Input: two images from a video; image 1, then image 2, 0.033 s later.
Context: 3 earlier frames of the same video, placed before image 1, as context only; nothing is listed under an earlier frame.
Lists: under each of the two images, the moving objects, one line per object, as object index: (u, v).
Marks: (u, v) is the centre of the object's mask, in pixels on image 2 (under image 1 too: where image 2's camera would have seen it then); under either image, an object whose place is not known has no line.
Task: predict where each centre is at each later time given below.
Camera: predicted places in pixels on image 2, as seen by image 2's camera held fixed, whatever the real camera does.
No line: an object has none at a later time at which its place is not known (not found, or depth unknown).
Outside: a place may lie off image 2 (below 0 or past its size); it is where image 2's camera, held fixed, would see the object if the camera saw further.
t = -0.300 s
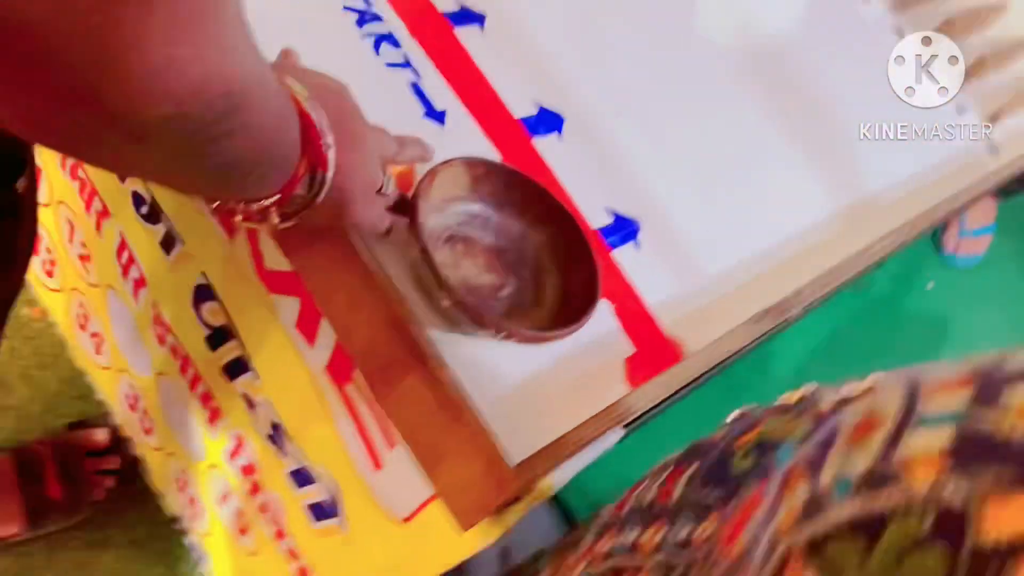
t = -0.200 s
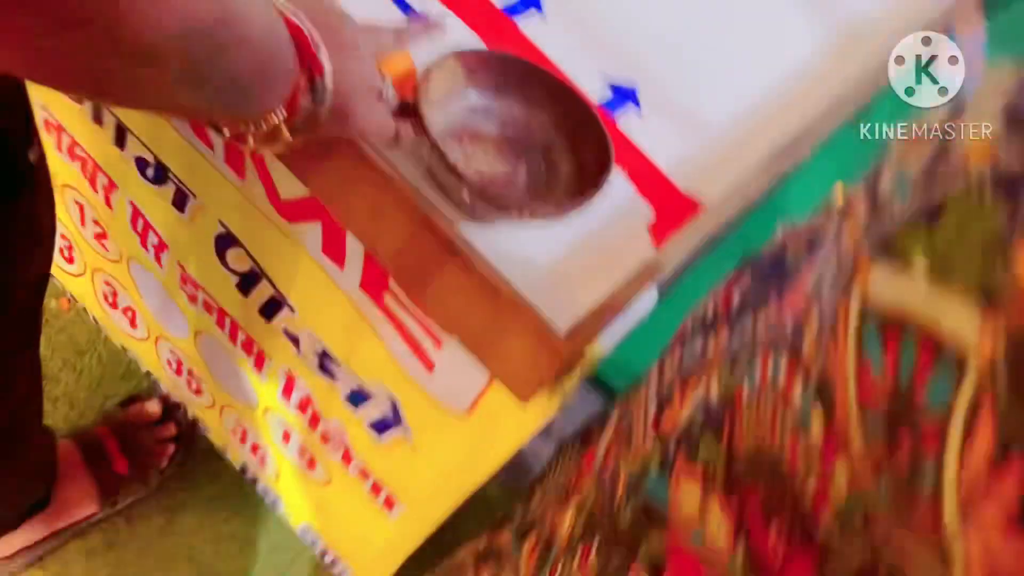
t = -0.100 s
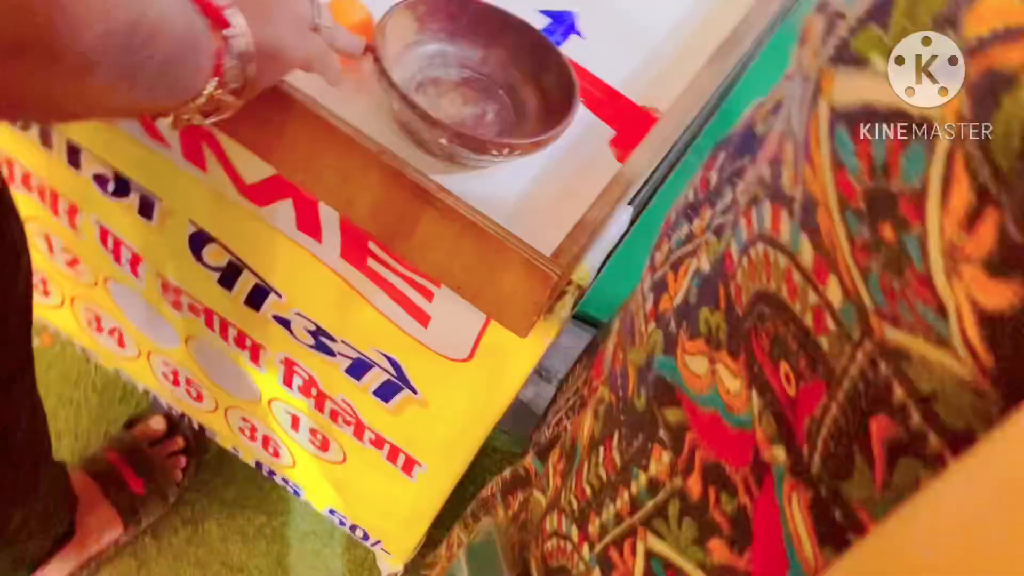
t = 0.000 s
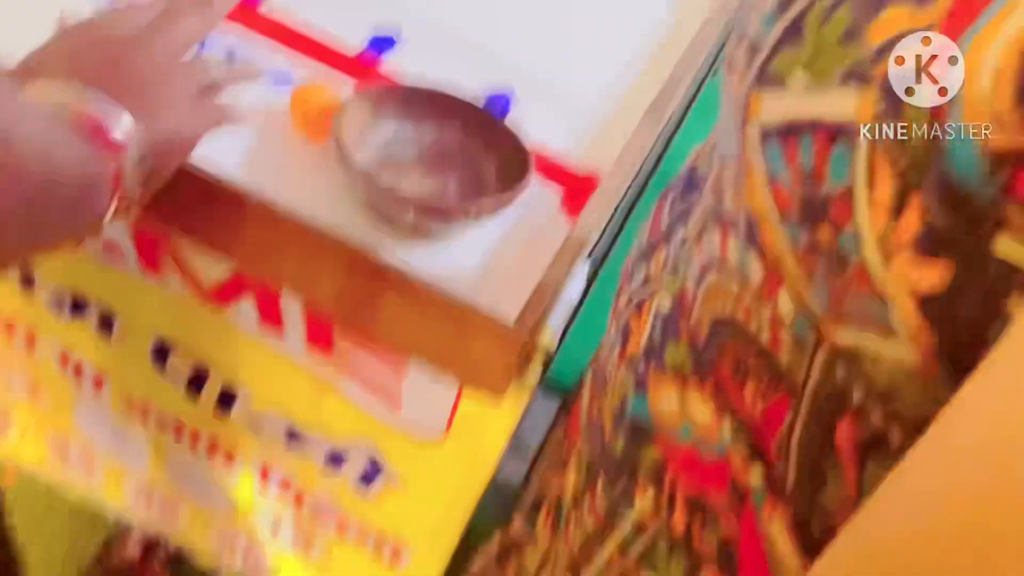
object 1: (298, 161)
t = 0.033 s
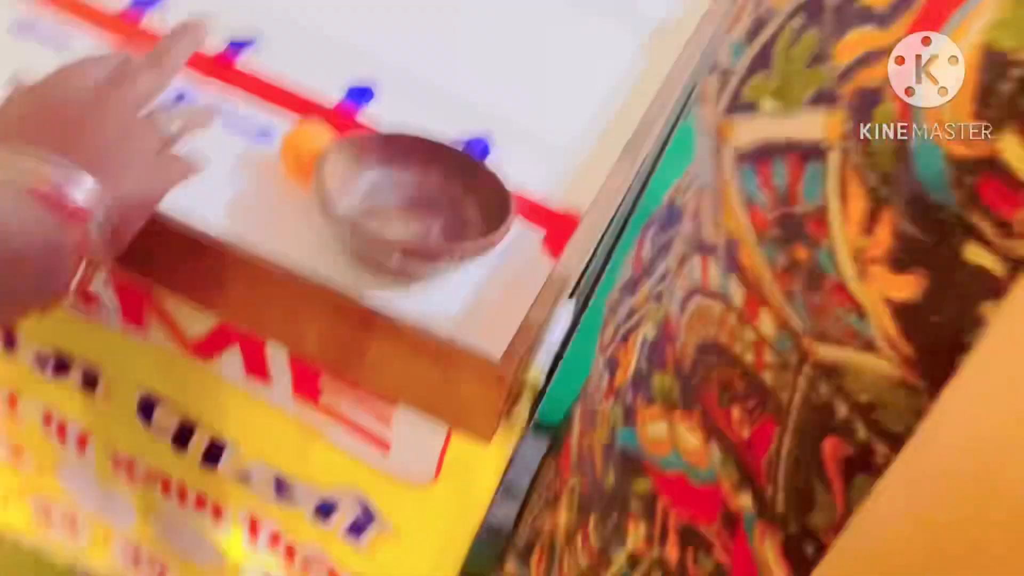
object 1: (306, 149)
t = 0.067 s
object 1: (315, 140)
